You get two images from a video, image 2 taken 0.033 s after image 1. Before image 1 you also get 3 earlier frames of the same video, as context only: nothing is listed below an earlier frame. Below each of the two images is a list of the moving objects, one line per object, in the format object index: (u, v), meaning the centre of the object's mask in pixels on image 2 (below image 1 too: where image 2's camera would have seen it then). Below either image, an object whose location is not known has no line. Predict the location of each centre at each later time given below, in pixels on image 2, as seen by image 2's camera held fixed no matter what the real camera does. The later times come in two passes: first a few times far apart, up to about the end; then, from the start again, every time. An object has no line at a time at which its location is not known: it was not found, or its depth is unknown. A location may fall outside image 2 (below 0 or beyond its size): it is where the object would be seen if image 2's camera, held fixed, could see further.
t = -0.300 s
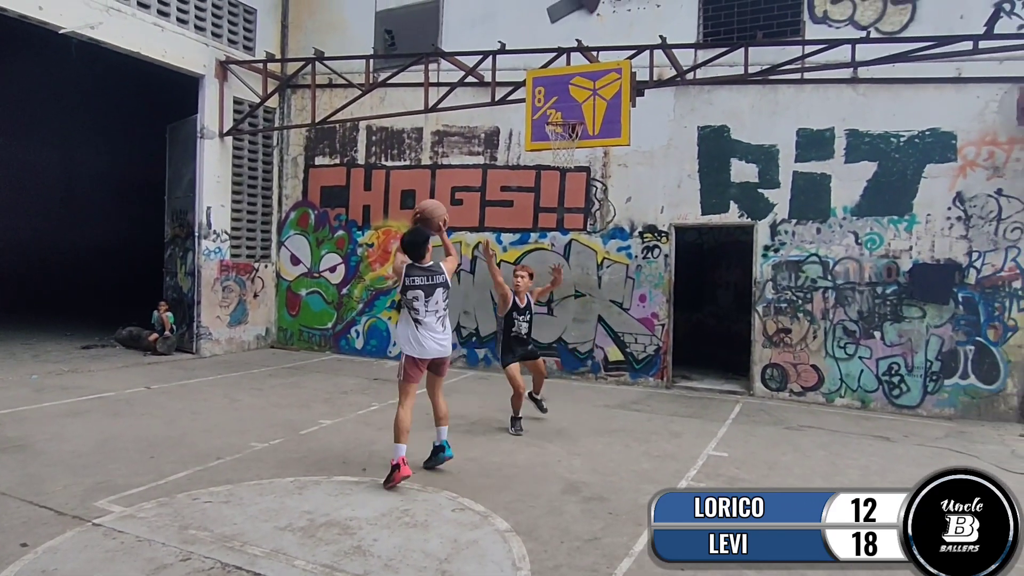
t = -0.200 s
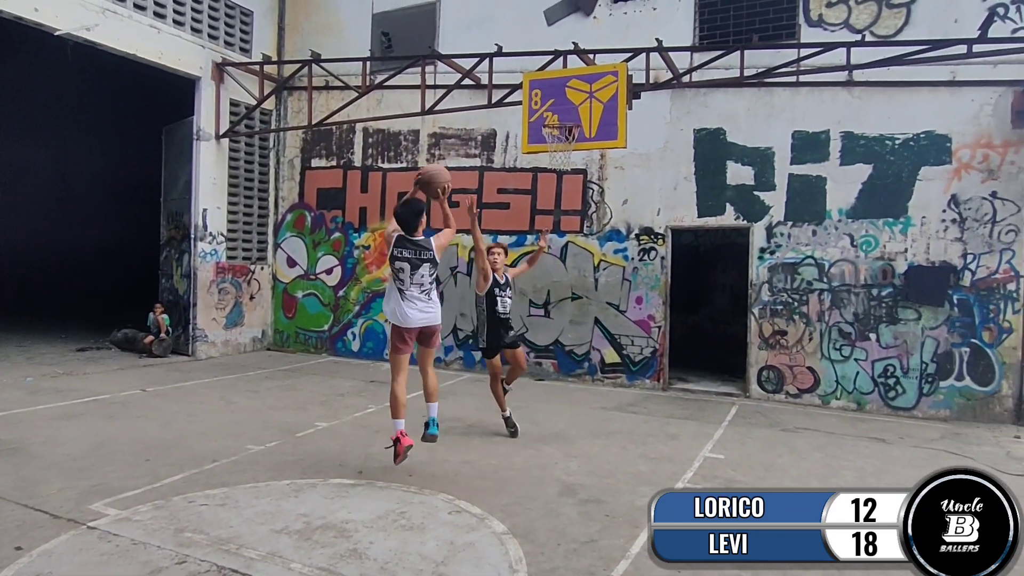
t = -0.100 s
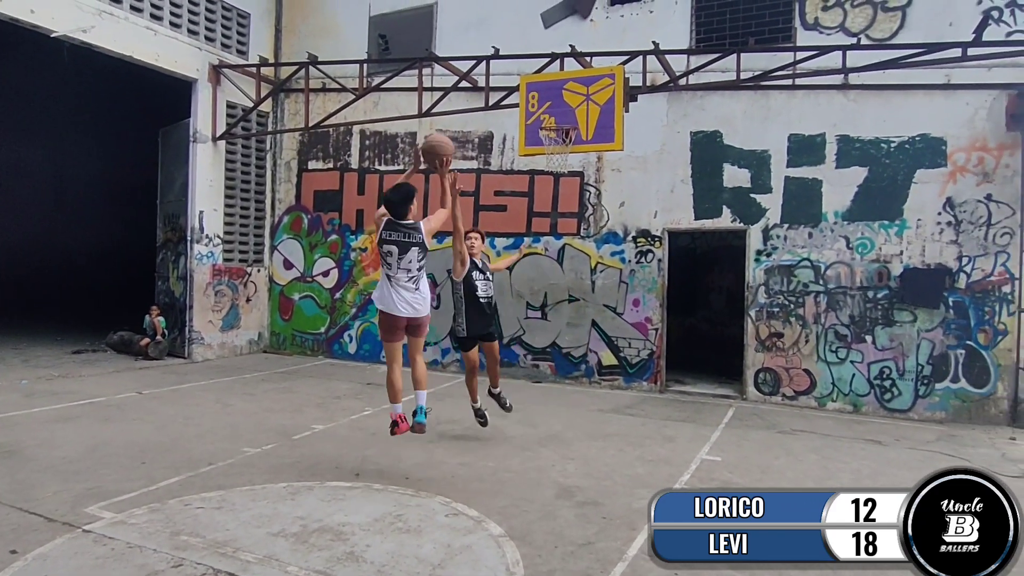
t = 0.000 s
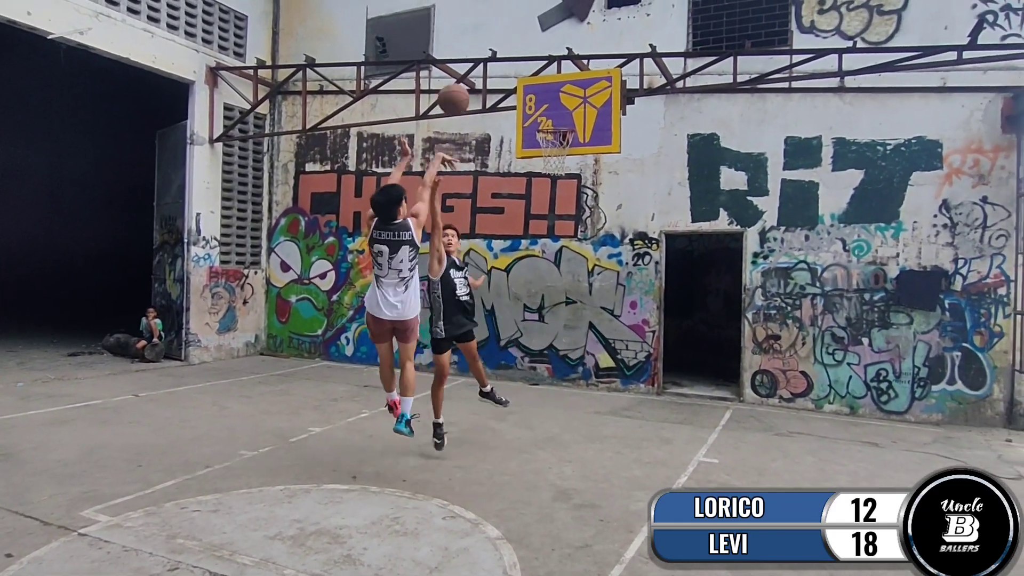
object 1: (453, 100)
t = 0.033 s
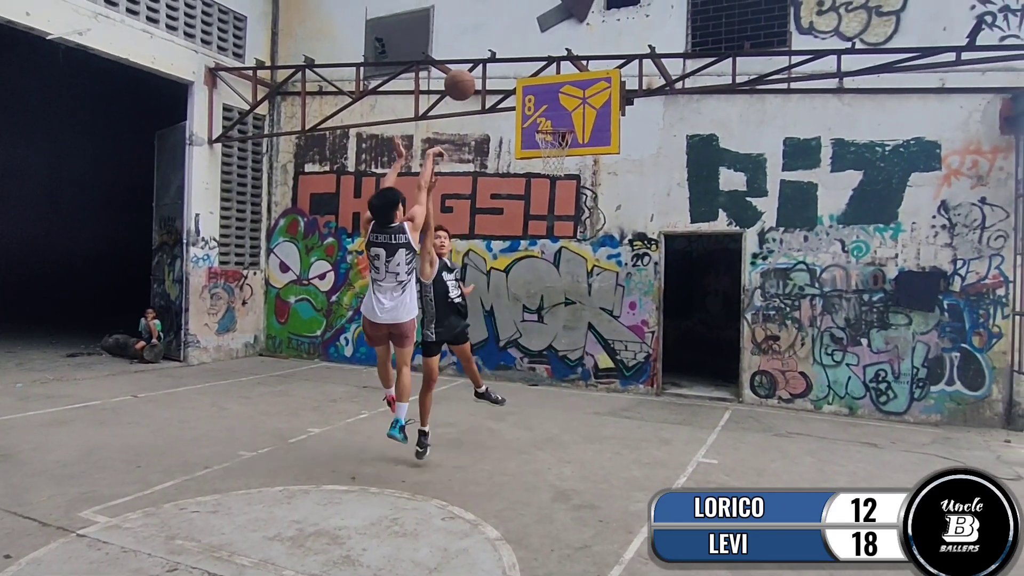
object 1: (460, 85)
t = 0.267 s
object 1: (499, 25)
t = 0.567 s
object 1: (536, 42)
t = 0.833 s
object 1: (560, 120)
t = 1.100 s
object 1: (548, 164)
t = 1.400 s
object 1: (528, 227)
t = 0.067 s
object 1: (466, 72)
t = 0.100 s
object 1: (472, 59)
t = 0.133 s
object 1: (478, 49)
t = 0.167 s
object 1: (483, 42)
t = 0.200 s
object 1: (488, 35)
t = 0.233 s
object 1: (494, 29)
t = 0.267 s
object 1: (499, 25)
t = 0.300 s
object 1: (503, 22)
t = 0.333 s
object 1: (508, 21)
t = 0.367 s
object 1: (513, 21)
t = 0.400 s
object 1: (517, 22)
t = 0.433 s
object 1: (521, 24)
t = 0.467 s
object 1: (525, 27)
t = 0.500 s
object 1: (529, 31)
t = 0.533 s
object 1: (532, 36)
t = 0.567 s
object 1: (536, 42)
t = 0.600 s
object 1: (539, 48)
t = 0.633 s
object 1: (542, 56)
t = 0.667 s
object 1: (546, 65)
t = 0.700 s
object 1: (548, 74)
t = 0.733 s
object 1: (551, 85)
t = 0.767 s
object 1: (554, 96)
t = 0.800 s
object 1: (558, 108)
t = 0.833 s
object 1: (560, 120)
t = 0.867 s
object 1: (560, 124)
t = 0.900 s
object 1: (561, 135)
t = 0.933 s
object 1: (559, 140)
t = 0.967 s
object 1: (557, 146)
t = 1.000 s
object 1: (552, 148)
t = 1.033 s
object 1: (553, 155)
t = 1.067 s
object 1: (551, 158)
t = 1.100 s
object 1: (548, 164)
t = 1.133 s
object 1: (546, 168)
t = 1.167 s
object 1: (544, 169)
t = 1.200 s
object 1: (542, 174)
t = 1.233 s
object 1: (540, 181)
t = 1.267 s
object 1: (537, 189)
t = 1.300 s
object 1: (535, 196)
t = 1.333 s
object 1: (533, 206)
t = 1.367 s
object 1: (530, 216)
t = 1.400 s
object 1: (528, 227)
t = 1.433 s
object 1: (526, 239)
